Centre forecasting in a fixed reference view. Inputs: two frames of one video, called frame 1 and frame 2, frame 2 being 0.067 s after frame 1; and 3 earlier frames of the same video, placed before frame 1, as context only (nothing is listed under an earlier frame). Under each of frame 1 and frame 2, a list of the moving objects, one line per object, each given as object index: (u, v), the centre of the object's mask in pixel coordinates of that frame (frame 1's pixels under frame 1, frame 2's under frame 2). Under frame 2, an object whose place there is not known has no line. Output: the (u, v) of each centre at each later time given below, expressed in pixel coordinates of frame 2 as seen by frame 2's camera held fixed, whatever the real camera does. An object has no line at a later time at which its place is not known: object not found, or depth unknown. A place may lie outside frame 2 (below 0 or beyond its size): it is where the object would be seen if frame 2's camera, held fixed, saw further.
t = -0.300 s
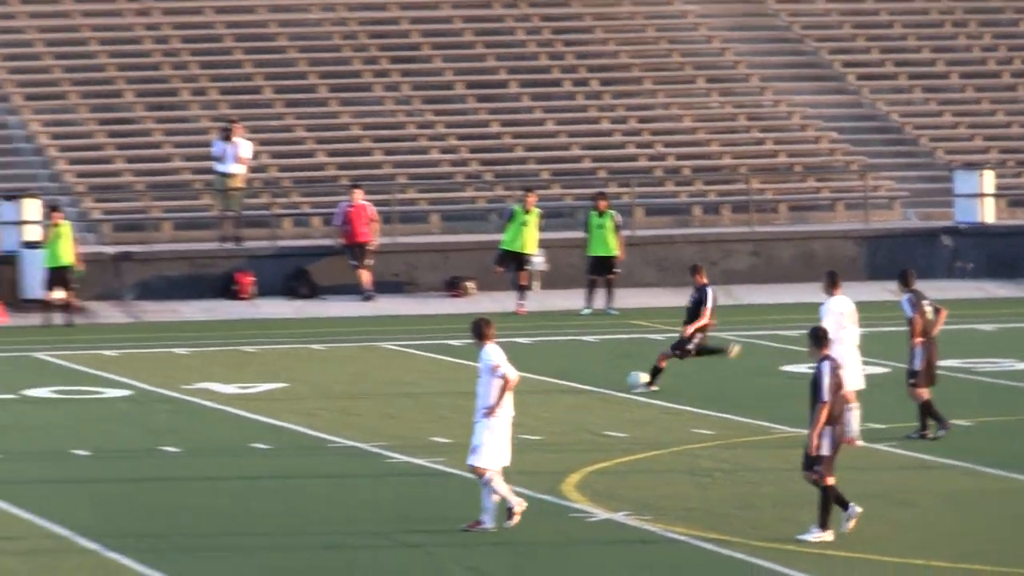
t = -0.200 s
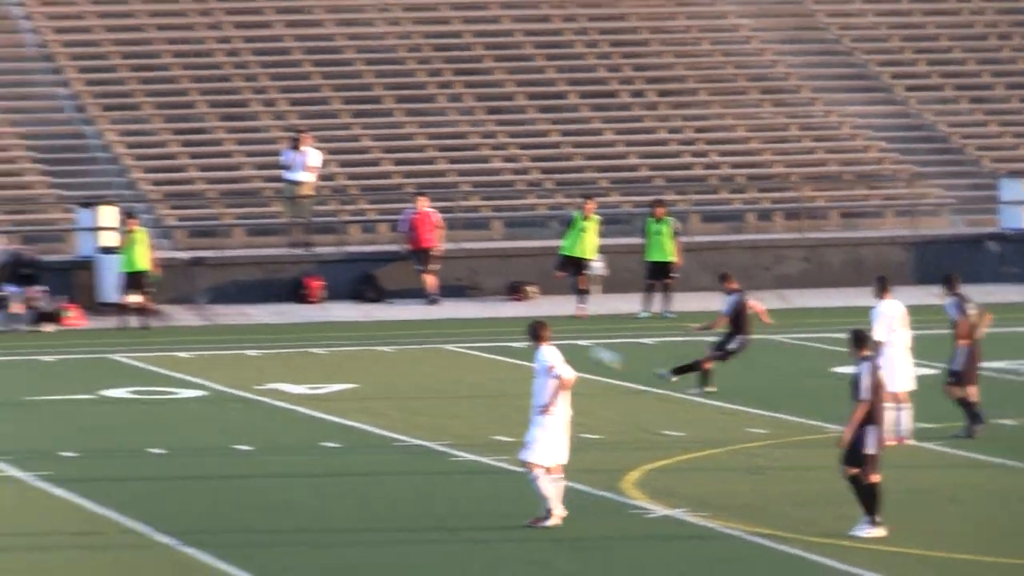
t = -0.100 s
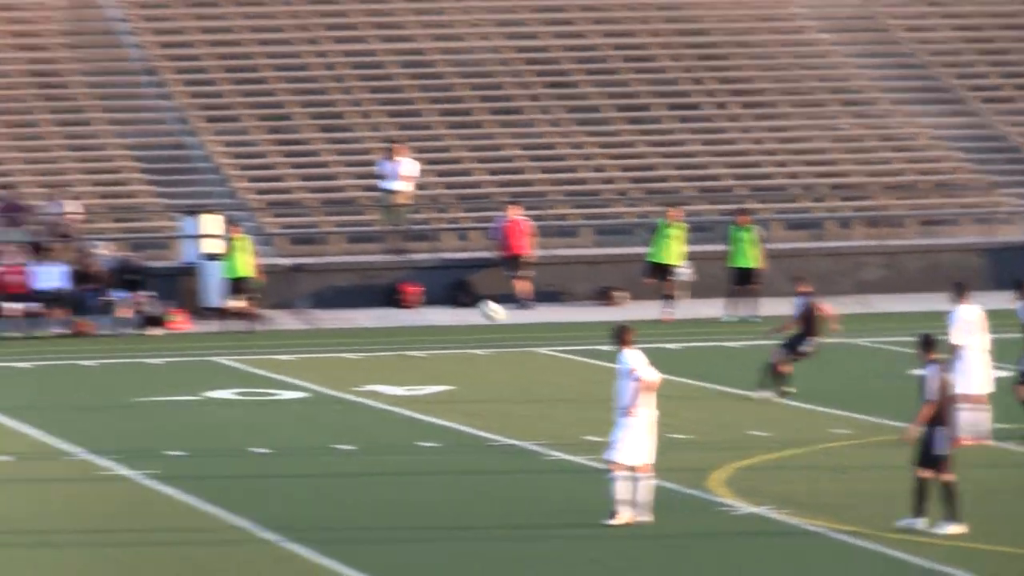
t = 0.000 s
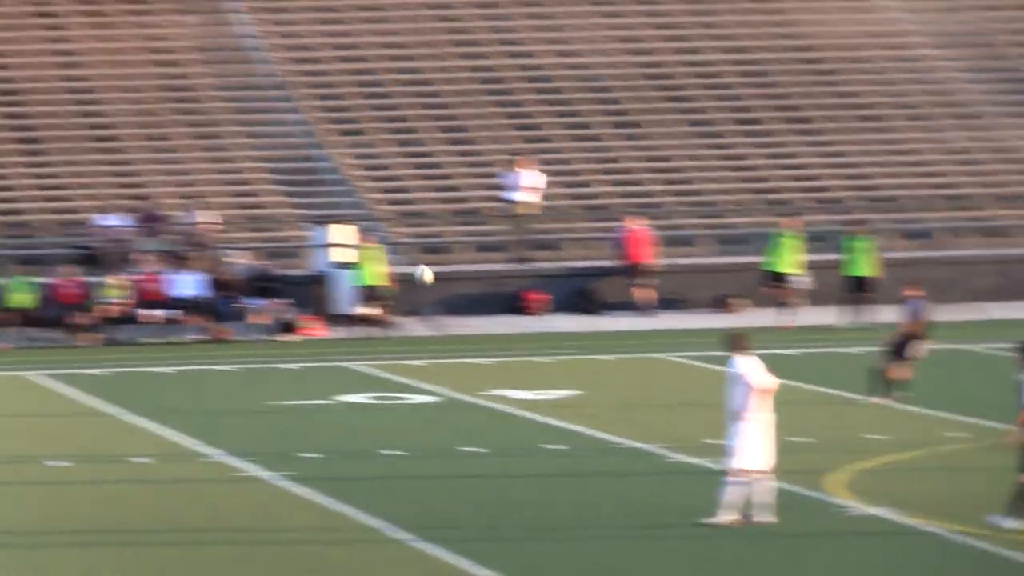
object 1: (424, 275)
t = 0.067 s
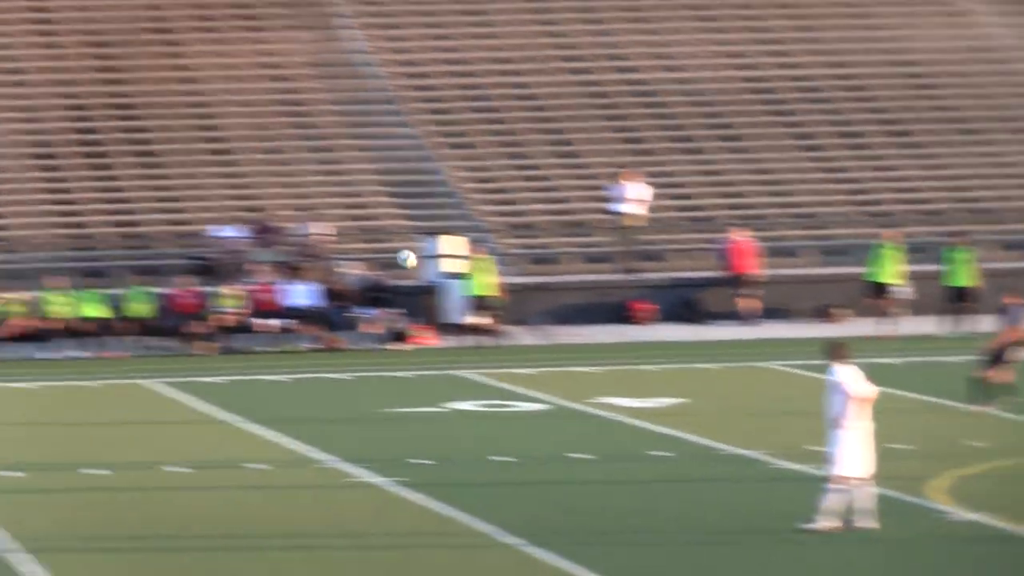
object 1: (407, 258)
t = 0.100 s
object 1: (344, 248)
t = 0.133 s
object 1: (282, 236)
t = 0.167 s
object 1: (221, 226)
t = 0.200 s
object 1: (157, 216)
